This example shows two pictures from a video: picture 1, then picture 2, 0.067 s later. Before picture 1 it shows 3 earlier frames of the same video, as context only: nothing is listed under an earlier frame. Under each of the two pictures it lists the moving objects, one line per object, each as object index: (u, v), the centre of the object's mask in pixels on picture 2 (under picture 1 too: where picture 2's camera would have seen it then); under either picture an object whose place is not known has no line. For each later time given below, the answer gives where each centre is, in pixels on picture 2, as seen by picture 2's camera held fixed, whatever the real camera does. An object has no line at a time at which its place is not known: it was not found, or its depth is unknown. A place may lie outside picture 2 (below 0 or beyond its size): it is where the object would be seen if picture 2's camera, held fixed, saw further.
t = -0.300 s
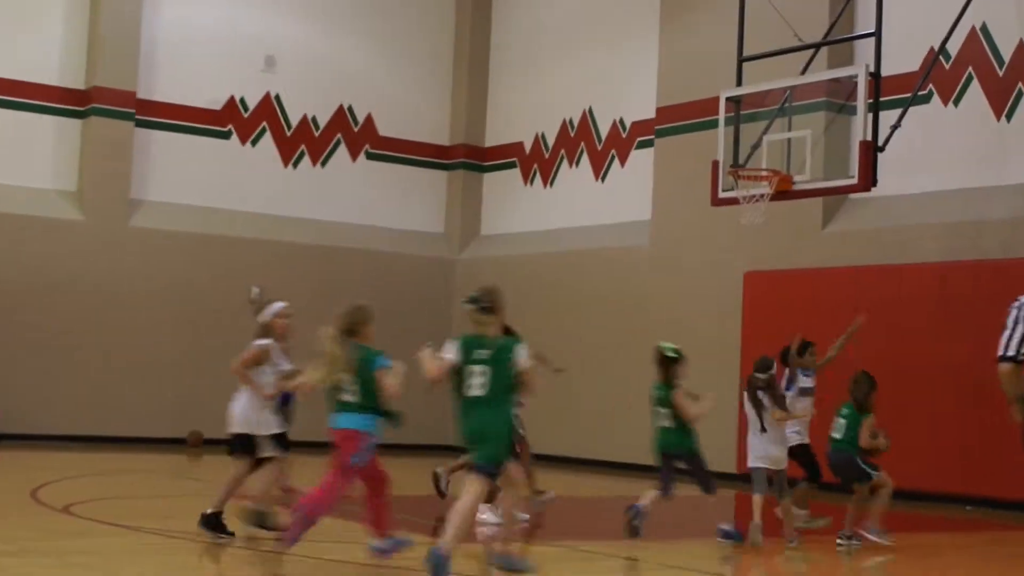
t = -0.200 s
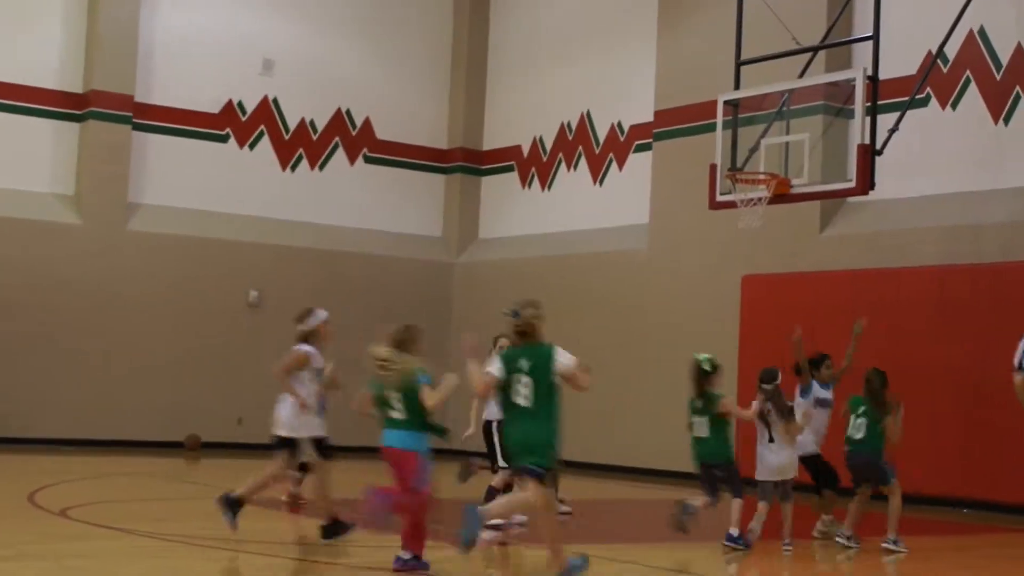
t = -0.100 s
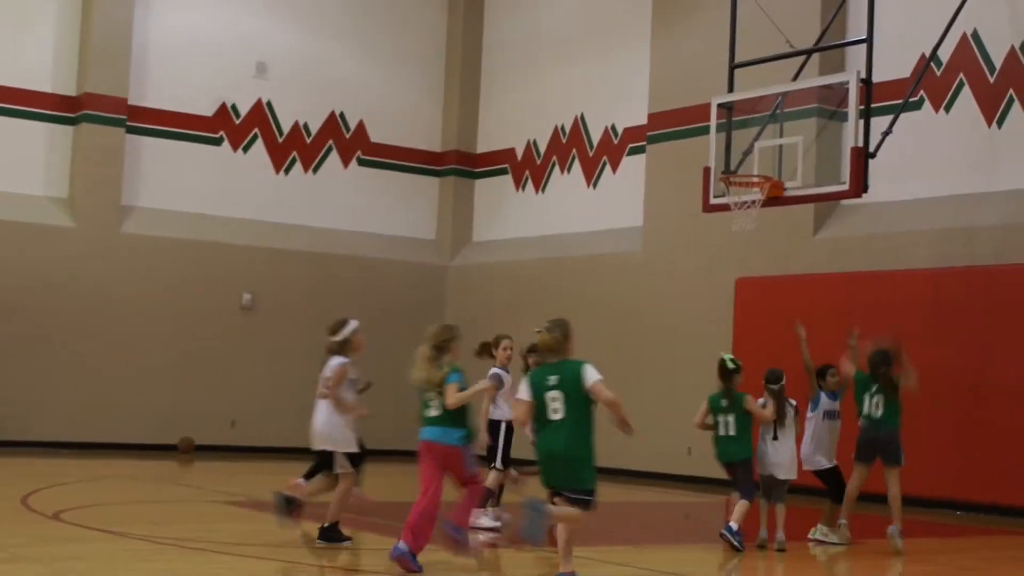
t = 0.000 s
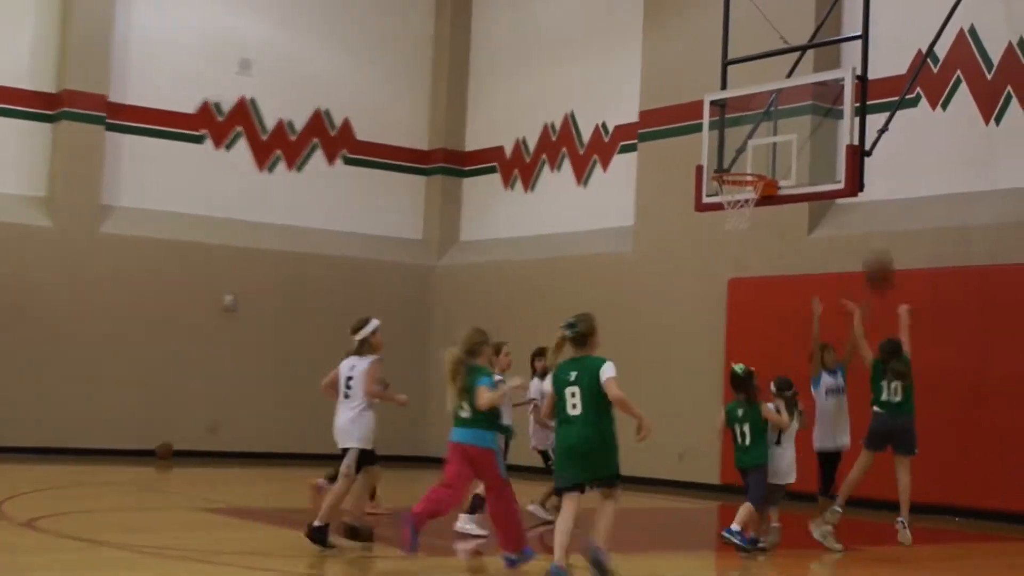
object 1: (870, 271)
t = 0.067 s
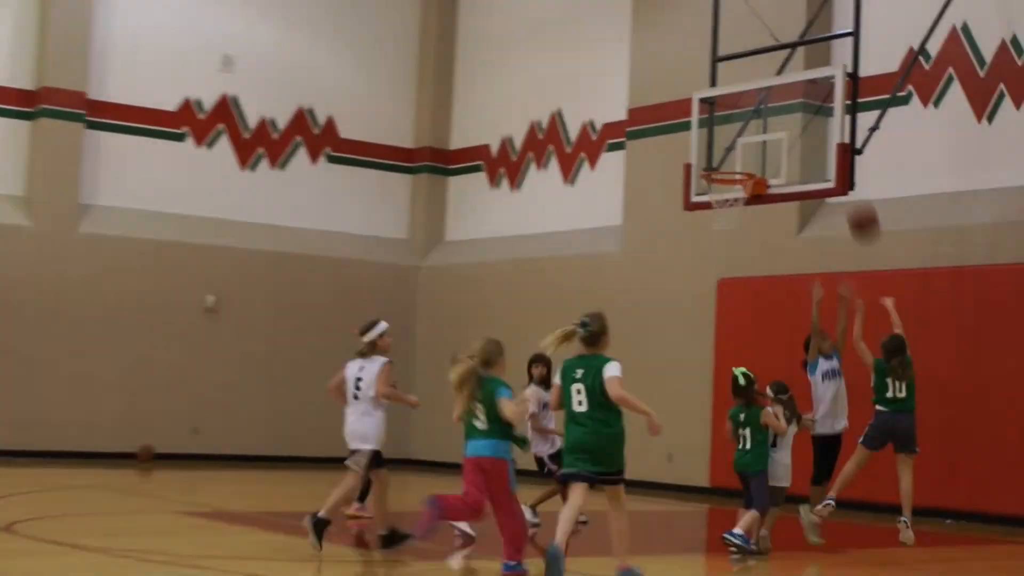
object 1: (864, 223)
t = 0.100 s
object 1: (861, 203)
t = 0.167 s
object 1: (856, 161)
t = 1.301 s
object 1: (707, 132)
